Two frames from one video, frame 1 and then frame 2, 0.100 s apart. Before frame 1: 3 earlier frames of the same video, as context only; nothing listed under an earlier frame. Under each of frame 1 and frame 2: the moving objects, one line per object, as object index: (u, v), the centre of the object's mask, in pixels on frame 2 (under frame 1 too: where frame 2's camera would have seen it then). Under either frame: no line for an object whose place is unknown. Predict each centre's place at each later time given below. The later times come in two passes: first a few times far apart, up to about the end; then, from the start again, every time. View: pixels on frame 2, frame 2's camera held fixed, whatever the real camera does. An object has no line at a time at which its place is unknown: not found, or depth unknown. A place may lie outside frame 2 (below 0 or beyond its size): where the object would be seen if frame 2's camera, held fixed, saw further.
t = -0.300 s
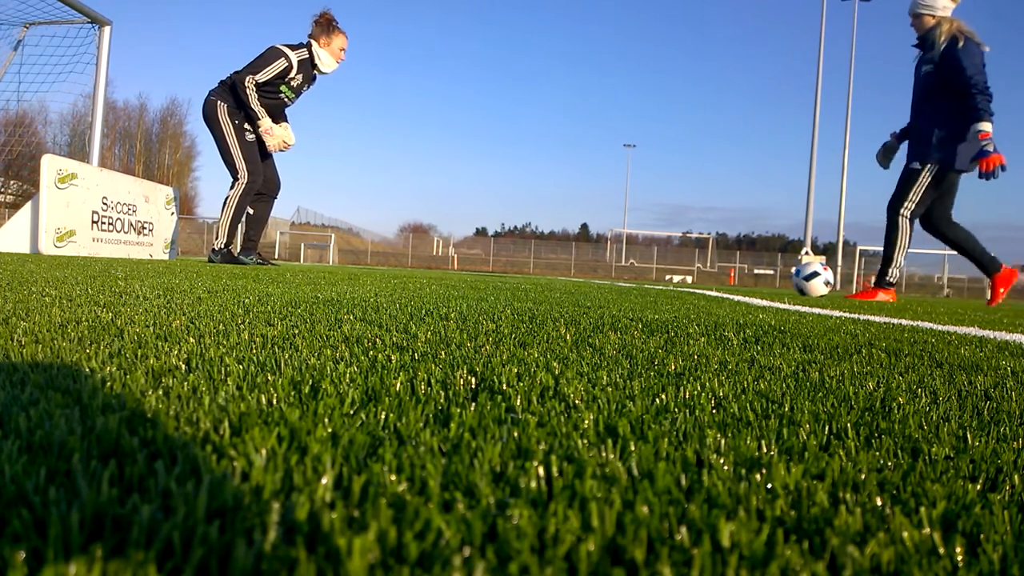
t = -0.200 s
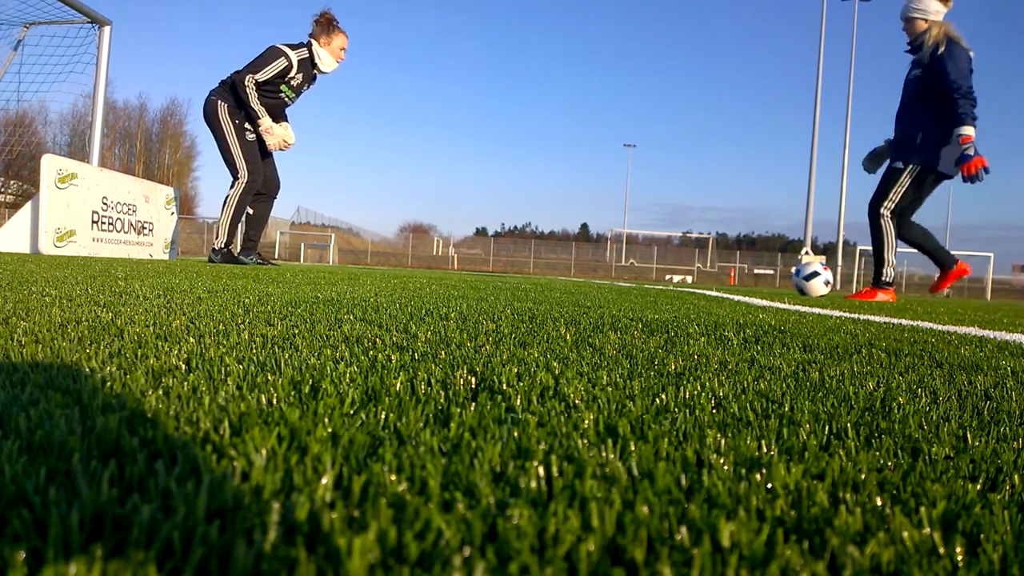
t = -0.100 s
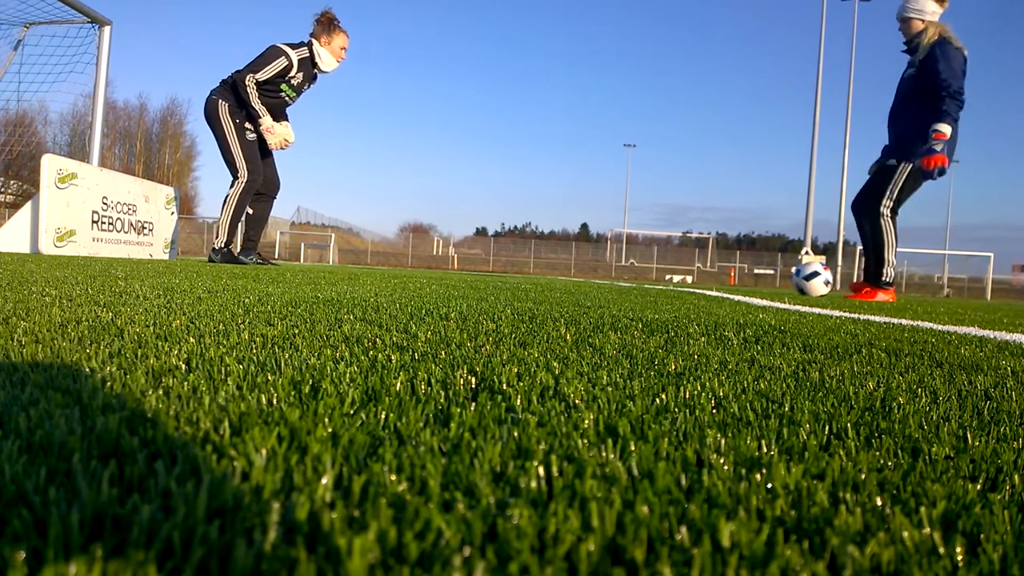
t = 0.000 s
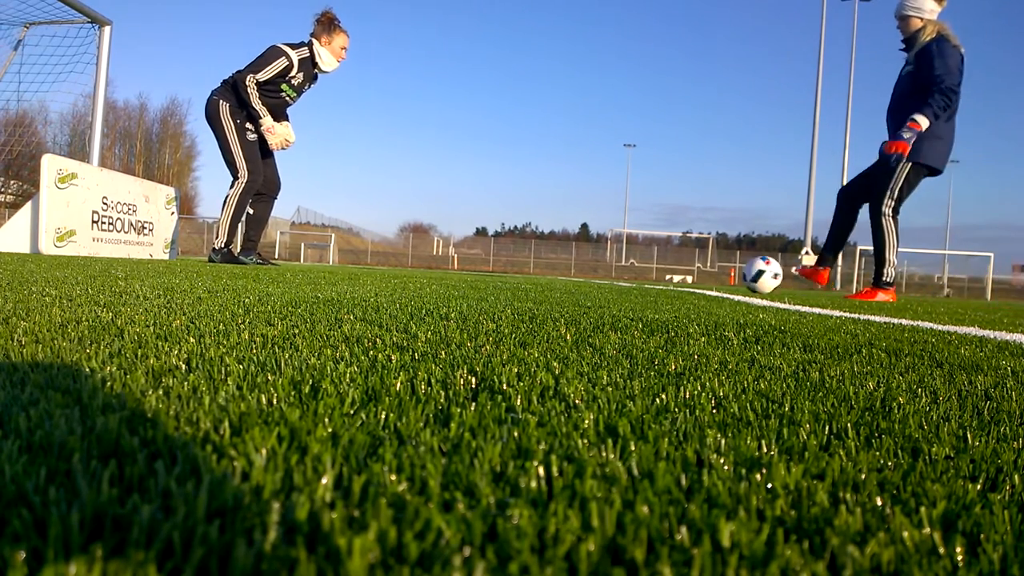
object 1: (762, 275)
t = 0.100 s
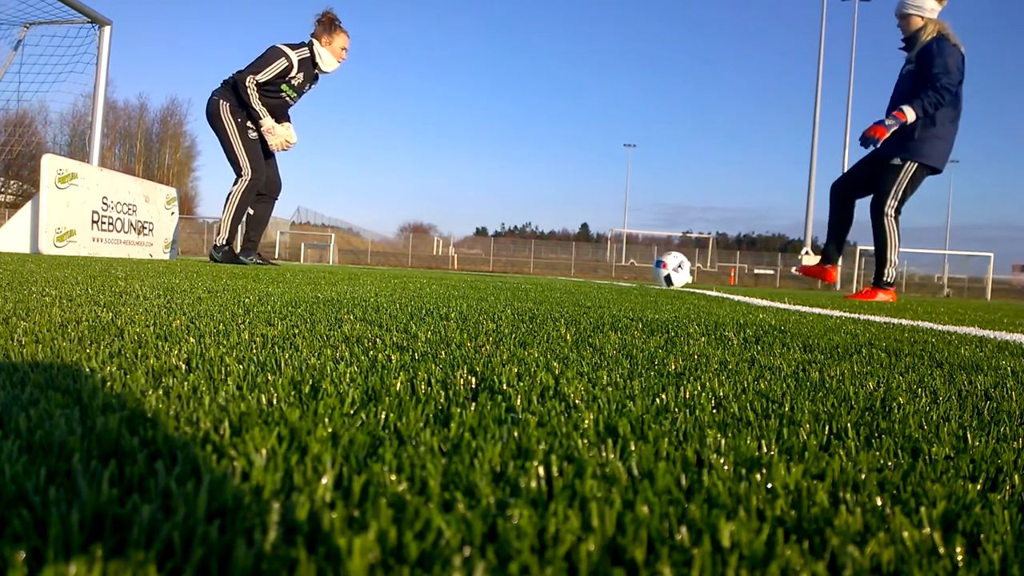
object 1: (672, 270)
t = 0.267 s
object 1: (530, 261)
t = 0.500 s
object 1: (353, 253)
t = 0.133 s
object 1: (643, 268)
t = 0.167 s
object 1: (614, 266)
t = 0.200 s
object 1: (585, 266)
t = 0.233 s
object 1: (557, 264)
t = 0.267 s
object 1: (530, 261)
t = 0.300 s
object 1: (504, 261)
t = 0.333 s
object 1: (477, 260)
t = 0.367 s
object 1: (451, 258)
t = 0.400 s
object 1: (427, 255)
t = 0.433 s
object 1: (403, 254)
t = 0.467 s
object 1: (378, 254)
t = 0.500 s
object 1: (353, 253)
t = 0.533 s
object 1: (330, 251)
